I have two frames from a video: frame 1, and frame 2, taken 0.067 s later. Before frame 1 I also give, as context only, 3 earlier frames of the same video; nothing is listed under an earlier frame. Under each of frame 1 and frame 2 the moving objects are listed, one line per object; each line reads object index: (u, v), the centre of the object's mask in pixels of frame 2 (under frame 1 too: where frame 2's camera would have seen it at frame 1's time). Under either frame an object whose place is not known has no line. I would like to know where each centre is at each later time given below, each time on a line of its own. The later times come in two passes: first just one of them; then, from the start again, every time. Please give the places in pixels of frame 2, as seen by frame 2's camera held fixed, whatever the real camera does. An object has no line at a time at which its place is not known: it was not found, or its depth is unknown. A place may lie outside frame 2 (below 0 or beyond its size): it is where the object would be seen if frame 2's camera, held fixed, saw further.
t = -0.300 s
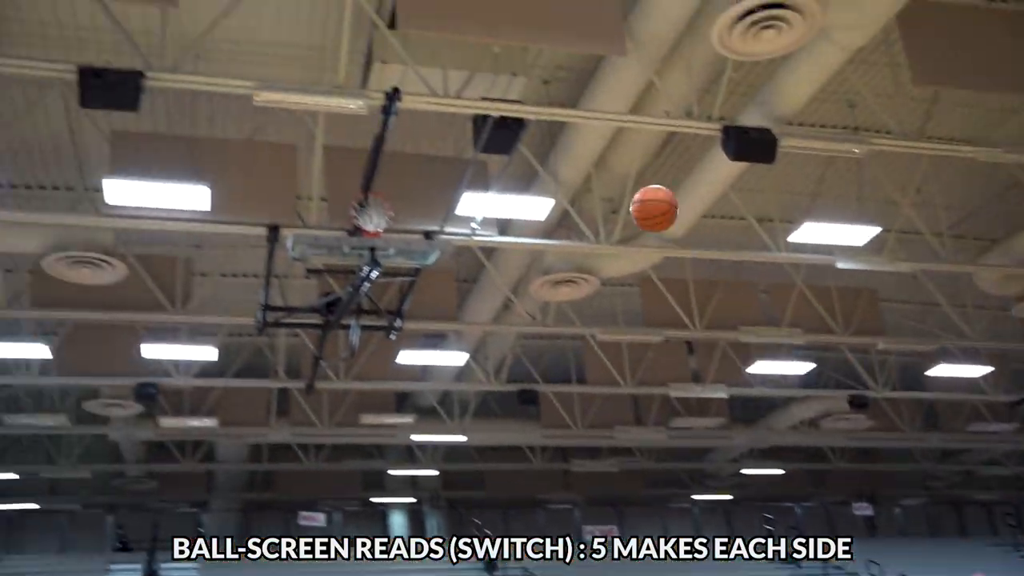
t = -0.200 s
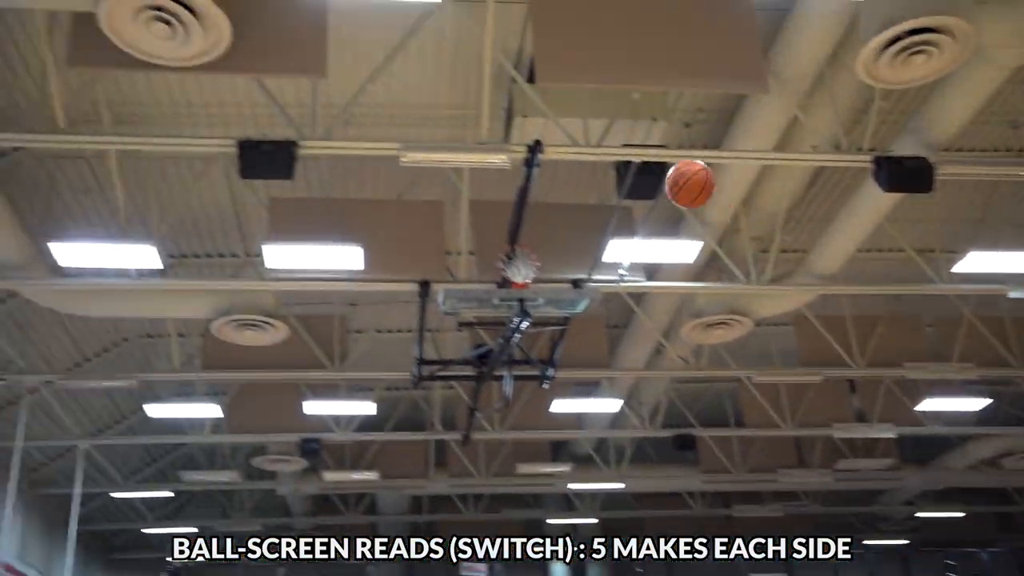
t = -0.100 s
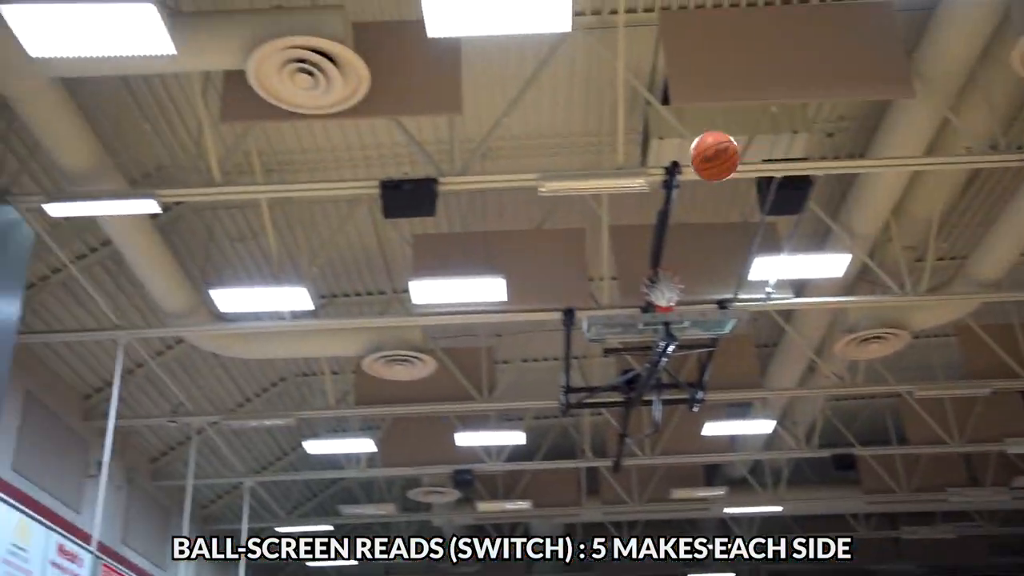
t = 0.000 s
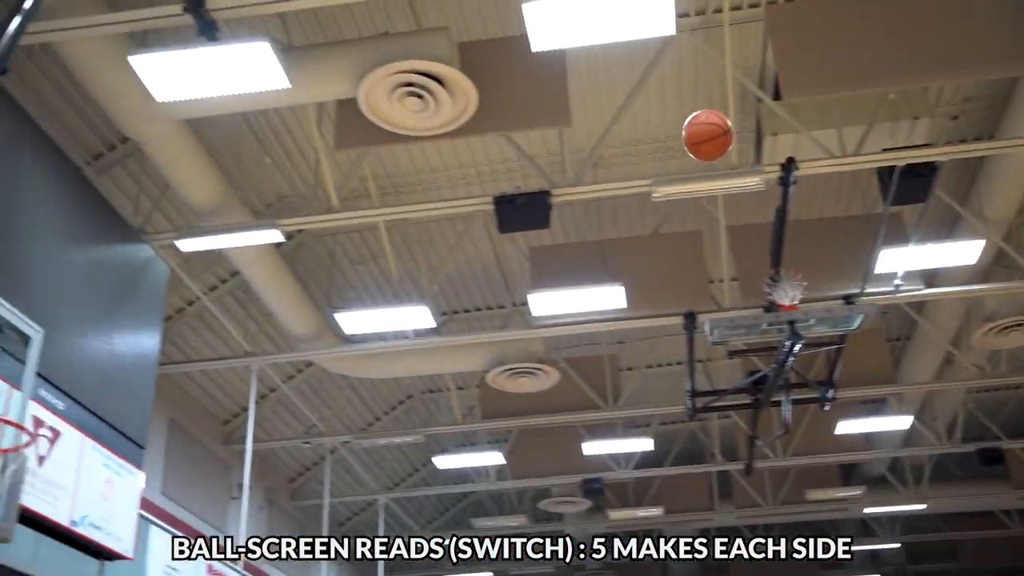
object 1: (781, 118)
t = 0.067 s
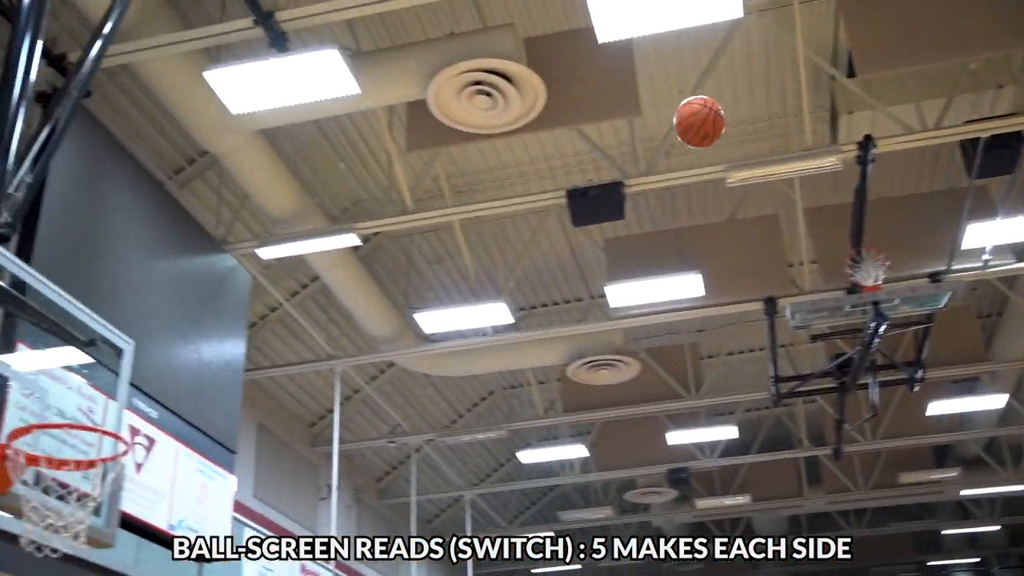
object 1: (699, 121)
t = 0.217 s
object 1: (525, 157)
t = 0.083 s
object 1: (679, 124)
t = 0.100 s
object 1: (659, 125)
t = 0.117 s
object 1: (639, 129)
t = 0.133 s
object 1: (620, 132)
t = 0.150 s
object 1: (601, 136)
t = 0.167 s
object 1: (582, 141)
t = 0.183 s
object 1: (563, 146)
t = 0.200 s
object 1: (543, 151)
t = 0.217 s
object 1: (525, 157)
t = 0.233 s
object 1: (506, 163)
